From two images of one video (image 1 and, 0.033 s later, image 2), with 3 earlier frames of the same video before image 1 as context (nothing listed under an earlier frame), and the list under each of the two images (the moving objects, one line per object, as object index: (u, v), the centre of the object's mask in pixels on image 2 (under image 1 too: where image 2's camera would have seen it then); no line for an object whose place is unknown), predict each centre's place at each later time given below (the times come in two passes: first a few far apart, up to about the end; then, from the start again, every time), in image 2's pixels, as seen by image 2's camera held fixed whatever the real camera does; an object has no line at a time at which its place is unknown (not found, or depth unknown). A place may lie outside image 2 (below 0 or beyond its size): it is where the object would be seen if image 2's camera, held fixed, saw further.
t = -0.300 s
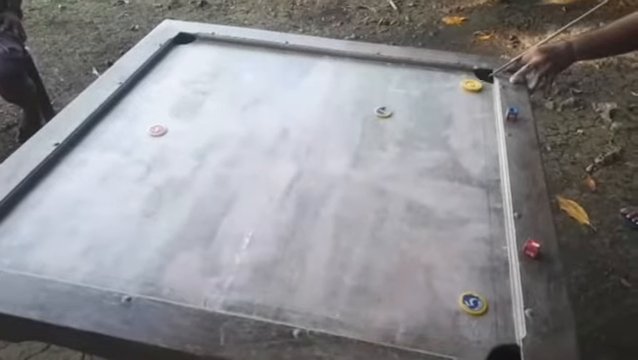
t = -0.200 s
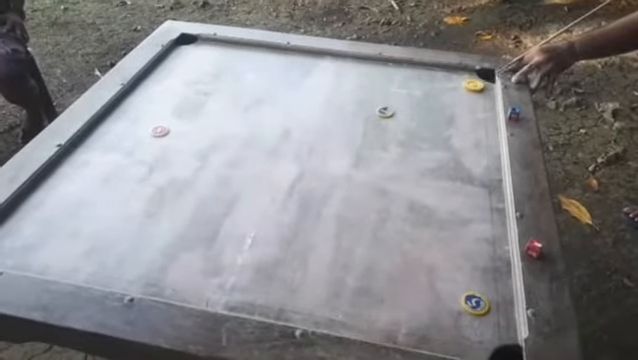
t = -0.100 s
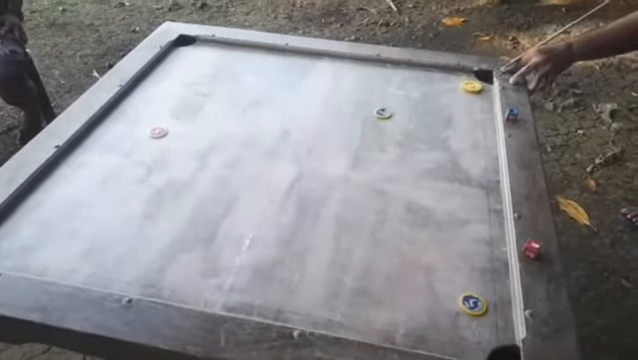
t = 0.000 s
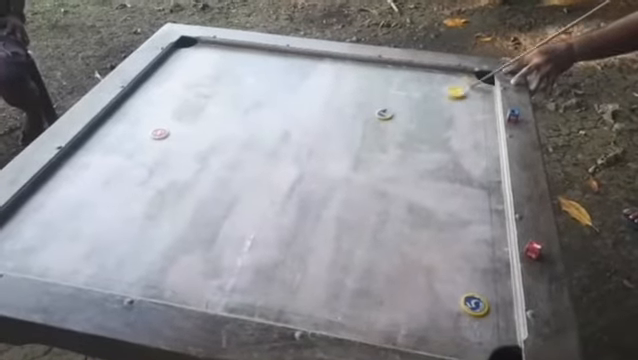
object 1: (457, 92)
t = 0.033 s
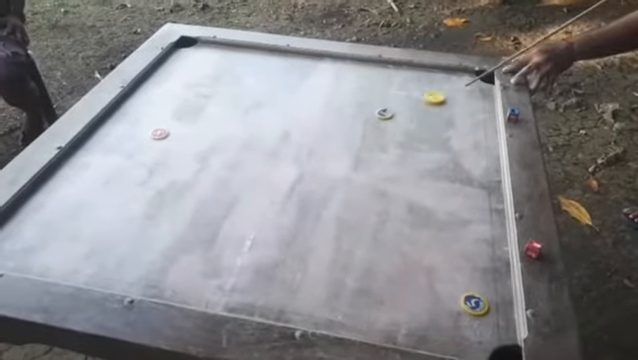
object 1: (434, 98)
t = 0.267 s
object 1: (341, 120)
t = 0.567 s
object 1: (274, 134)
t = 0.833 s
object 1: (259, 137)
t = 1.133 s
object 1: (258, 137)
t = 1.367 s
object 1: (259, 137)
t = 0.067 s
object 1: (415, 103)
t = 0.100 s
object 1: (396, 108)
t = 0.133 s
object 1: (383, 111)
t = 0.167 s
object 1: (372, 114)
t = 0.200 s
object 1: (361, 116)
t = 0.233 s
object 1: (351, 119)
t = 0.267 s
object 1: (341, 120)
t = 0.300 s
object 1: (331, 123)
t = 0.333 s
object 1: (321, 125)
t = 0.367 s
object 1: (312, 127)
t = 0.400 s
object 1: (304, 128)
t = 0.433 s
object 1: (297, 129)
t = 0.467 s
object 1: (290, 131)
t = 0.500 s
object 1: (284, 132)
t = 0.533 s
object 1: (279, 133)
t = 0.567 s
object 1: (274, 134)
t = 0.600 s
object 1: (270, 135)
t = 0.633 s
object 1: (266, 136)
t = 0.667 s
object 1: (264, 136)
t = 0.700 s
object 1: (261, 137)
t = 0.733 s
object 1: (260, 137)
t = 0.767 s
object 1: (259, 137)
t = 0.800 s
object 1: (259, 137)
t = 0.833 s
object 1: (259, 137)
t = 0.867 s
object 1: (259, 138)
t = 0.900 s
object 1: (259, 137)
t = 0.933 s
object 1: (259, 138)
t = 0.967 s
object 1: (258, 138)
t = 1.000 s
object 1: (258, 138)
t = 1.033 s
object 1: (258, 138)
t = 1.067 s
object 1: (259, 137)
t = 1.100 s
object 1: (258, 137)
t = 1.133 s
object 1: (258, 137)
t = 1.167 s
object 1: (258, 138)
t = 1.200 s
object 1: (258, 137)
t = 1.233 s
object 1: (259, 137)
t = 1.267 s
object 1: (259, 137)
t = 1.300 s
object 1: (258, 137)
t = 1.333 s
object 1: (258, 137)
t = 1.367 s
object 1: (259, 137)
